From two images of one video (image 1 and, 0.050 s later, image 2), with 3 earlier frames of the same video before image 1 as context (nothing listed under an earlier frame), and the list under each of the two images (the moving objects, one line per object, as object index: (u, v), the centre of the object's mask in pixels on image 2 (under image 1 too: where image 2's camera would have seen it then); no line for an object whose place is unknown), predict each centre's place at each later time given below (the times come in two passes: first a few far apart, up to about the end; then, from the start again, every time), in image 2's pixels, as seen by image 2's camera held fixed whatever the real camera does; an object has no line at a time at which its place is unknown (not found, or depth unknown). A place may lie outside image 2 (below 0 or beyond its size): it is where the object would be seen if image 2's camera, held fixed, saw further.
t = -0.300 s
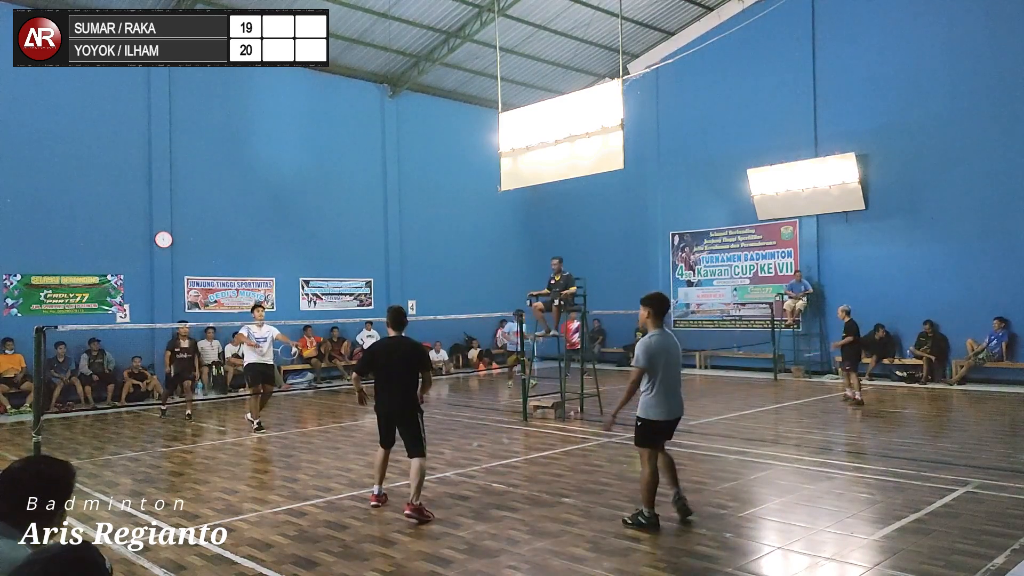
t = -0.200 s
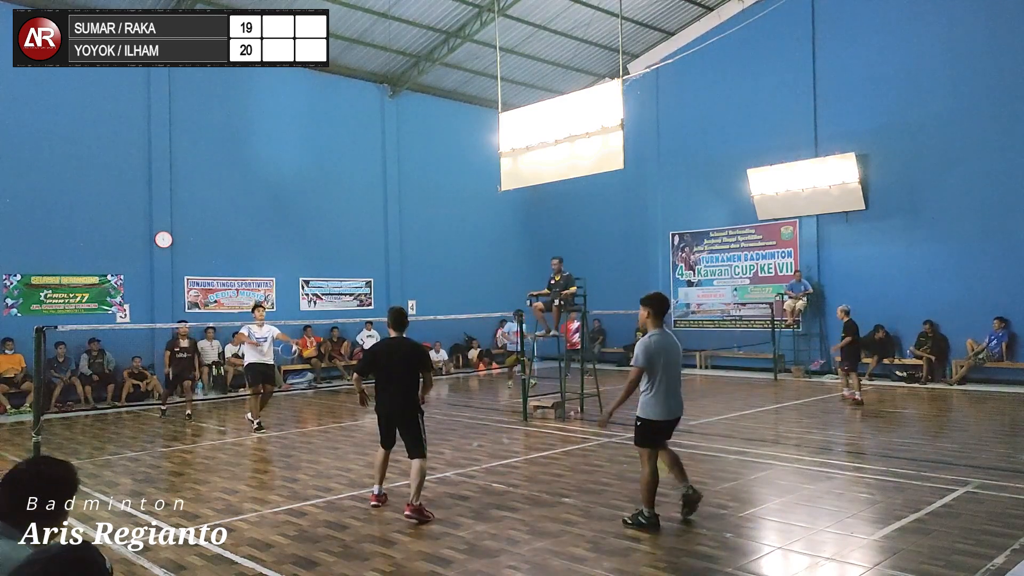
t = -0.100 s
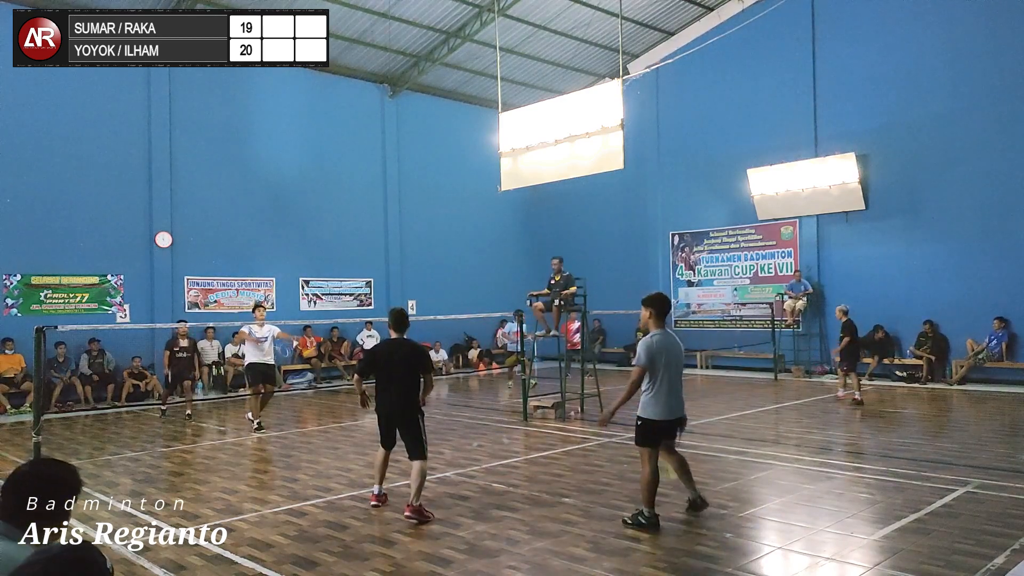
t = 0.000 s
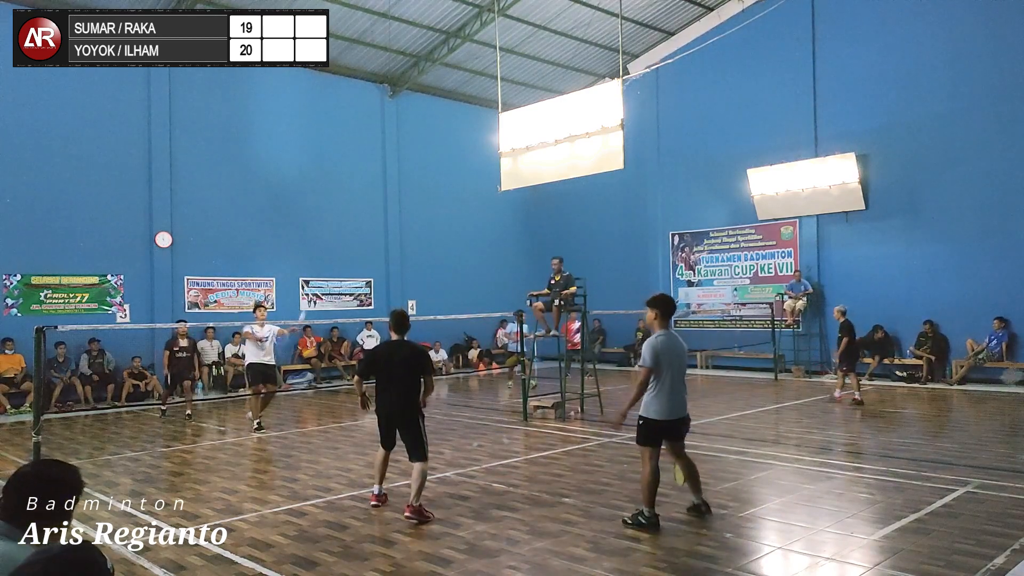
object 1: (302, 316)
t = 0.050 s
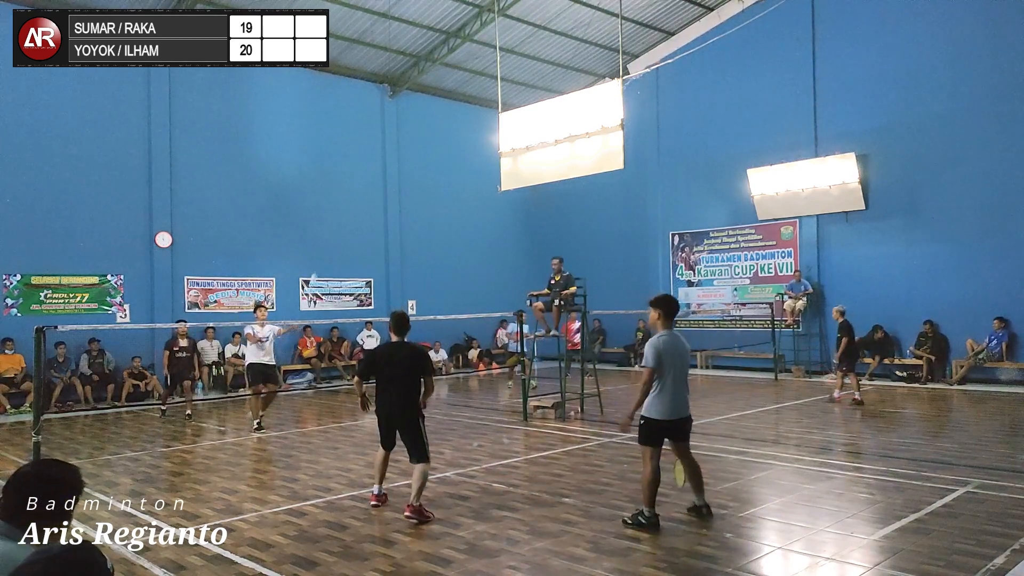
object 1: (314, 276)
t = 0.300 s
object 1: (357, 153)
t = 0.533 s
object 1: (392, 99)
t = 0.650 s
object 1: (409, 93)
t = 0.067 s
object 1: (316, 267)
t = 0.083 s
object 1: (319, 257)
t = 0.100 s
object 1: (322, 247)
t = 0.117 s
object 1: (325, 237)
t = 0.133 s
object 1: (328, 228)
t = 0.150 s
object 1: (332, 219)
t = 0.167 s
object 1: (335, 210)
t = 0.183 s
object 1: (338, 202)
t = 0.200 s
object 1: (341, 194)
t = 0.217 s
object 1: (344, 186)
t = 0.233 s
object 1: (346, 179)
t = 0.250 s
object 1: (349, 172)
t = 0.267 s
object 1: (352, 165)
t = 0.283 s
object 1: (354, 159)
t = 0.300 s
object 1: (357, 153)
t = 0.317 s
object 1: (360, 147)
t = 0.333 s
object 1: (362, 142)
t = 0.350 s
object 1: (365, 137)
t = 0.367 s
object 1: (367, 132)
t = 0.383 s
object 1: (370, 127)
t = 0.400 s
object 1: (373, 123)
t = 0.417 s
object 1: (375, 119)
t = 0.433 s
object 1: (378, 115)
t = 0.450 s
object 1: (380, 112)
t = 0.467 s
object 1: (383, 109)
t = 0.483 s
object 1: (385, 106)
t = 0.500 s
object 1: (388, 103)
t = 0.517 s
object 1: (390, 101)
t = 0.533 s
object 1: (392, 99)
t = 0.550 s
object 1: (395, 97)
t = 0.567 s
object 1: (397, 96)
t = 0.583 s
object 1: (400, 95)
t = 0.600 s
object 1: (402, 94)
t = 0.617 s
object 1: (404, 94)
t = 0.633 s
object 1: (407, 93)
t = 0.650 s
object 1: (409, 93)
